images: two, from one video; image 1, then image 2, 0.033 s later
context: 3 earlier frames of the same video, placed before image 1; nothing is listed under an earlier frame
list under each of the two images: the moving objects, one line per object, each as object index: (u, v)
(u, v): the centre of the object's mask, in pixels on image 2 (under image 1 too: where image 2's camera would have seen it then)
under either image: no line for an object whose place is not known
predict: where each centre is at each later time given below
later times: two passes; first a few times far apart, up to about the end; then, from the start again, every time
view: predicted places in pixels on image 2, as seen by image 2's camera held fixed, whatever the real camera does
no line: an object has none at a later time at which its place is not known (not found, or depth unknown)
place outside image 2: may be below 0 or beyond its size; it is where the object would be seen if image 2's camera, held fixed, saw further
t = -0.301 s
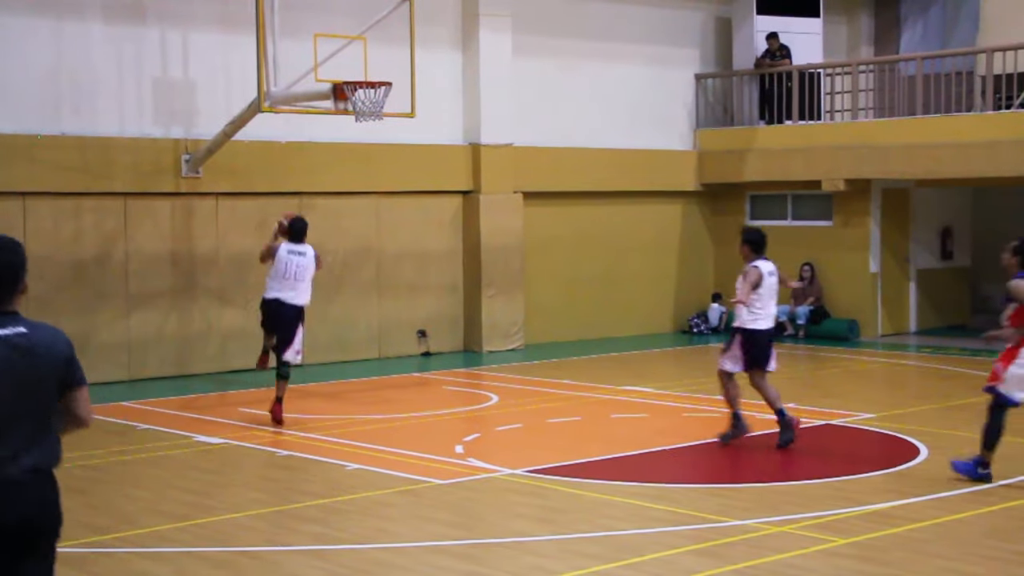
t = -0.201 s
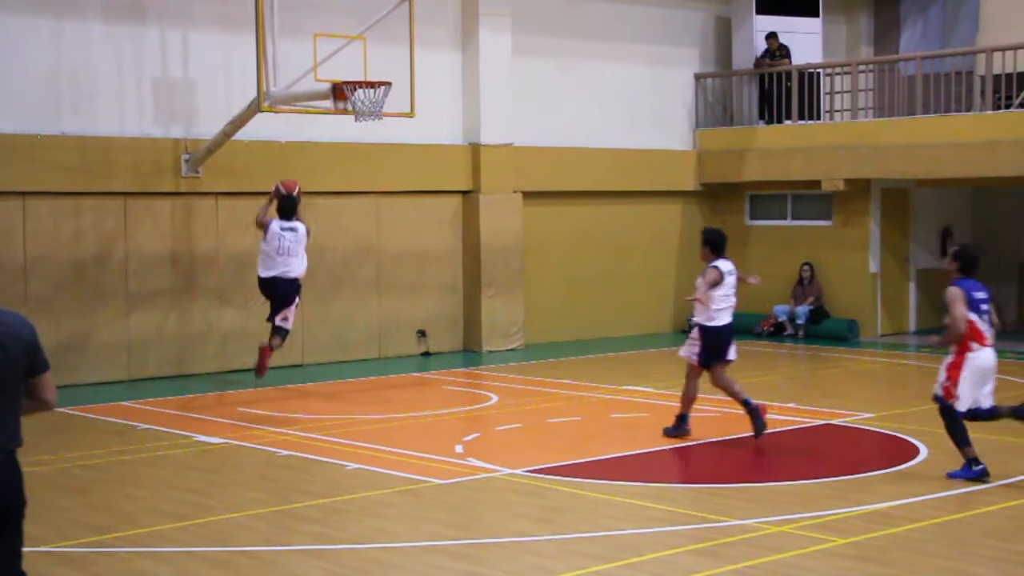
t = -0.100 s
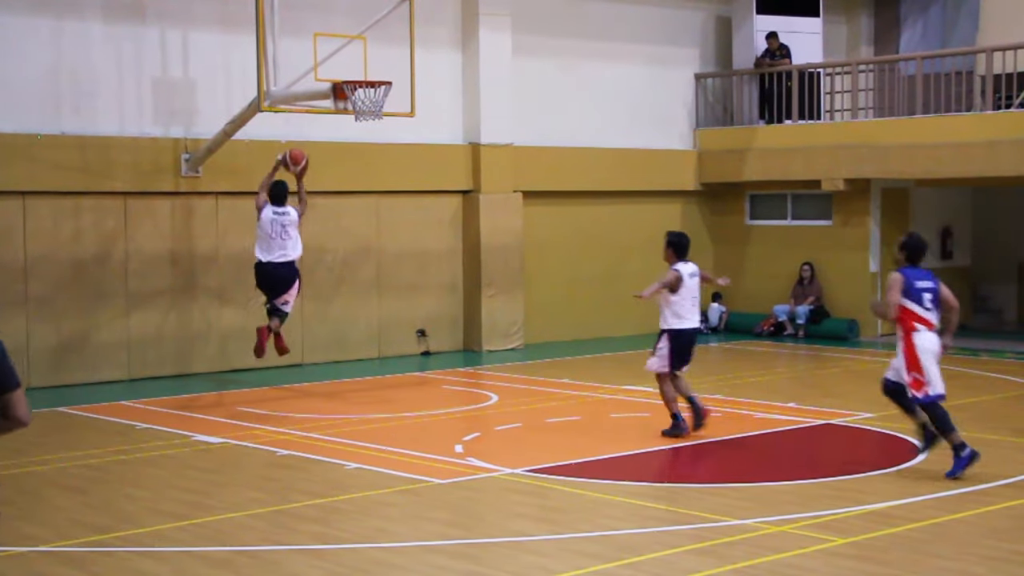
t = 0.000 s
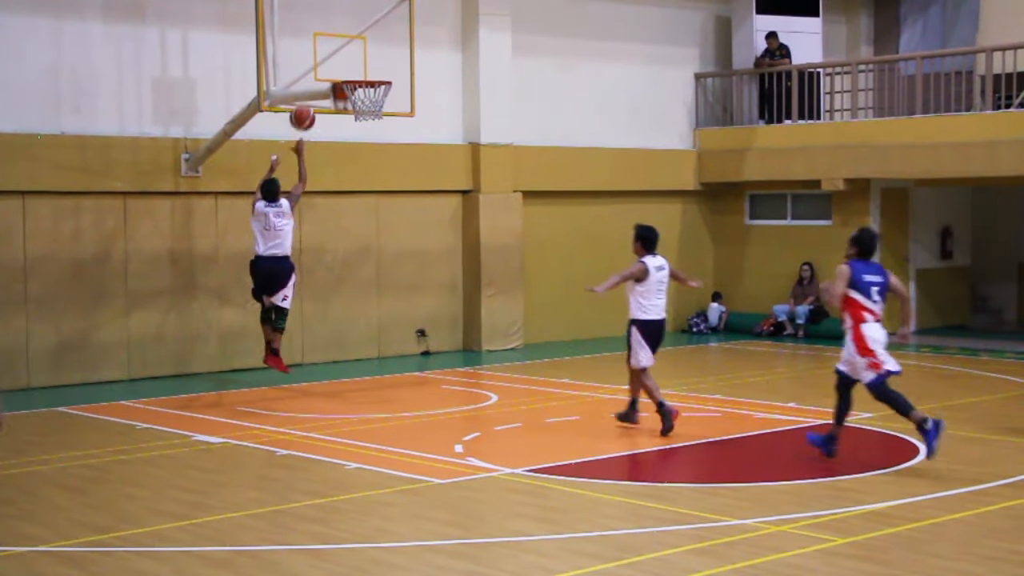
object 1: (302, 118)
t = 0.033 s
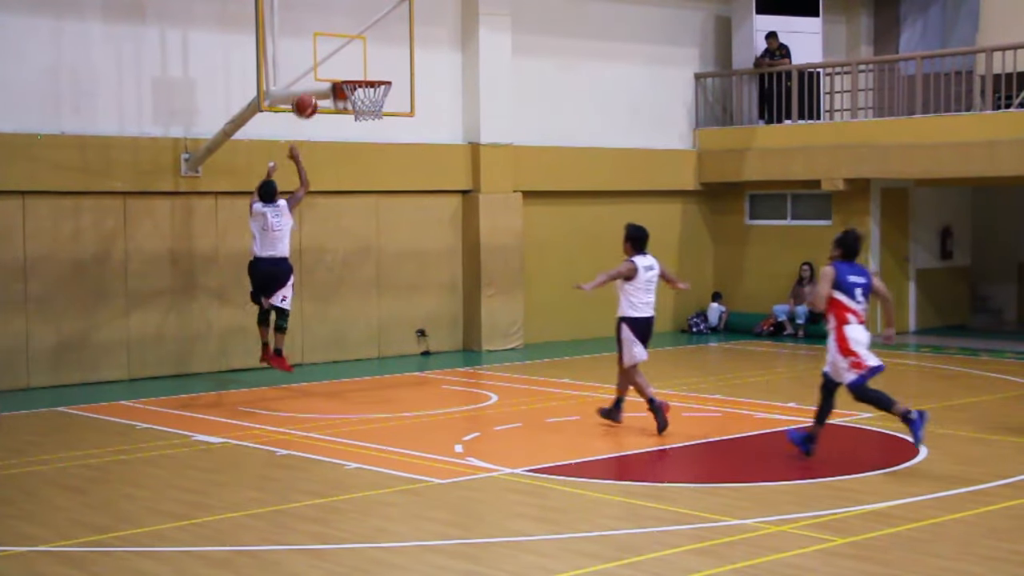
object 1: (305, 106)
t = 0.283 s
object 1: (322, 55)
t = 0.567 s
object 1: (364, 86)
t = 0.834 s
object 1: (377, 127)
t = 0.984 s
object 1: (378, 170)
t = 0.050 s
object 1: (306, 100)
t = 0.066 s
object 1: (307, 95)
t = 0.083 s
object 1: (308, 90)
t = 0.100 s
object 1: (309, 85)
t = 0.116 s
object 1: (310, 81)
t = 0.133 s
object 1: (312, 77)
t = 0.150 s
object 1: (313, 73)
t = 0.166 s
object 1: (314, 70)
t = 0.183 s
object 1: (315, 67)
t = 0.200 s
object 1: (316, 64)
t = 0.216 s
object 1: (318, 62)
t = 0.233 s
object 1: (319, 60)
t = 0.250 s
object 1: (320, 58)
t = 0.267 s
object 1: (321, 57)
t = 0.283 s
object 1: (322, 55)
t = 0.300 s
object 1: (325, 55)
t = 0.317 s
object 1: (327, 55)
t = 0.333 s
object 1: (329, 54)
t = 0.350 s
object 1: (332, 55)
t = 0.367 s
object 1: (334, 56)
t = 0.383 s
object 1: (337, 57)
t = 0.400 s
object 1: (340, 58)
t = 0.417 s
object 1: (342, 59)
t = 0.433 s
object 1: (344, 61)
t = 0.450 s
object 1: (347, 63)
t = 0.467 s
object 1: (350, 66)
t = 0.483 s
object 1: (352, 68)
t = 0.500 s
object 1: (354, 70)
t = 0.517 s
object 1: (357, 72)
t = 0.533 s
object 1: (359, 75)
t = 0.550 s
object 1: (362, 81)
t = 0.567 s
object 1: (364, 86)
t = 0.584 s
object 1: (367, 90)
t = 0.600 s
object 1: (369, 94)
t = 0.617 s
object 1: (370, 100)
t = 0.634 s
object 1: (373, 105)
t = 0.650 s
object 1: (374, 106)
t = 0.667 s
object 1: (375, 107)
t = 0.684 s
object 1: (375, 108)
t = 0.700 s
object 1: (375, 114)
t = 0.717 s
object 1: (375, 114)
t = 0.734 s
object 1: (376, 115)
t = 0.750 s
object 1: (376, 116)
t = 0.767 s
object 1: (376, 117)
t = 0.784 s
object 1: (376, 118)
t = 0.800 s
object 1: (376, 121)
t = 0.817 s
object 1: (376, 124)
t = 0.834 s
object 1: (377, 127)
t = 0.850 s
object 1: (377, 132)
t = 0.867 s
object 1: (377, 135)
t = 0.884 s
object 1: (377, 139)
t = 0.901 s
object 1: (377, 144)
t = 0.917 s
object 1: (377, 149)
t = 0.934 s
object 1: (377, 154)
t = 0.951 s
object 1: (377, 159)
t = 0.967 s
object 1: (377, 165)
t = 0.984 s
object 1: (378, 170)
